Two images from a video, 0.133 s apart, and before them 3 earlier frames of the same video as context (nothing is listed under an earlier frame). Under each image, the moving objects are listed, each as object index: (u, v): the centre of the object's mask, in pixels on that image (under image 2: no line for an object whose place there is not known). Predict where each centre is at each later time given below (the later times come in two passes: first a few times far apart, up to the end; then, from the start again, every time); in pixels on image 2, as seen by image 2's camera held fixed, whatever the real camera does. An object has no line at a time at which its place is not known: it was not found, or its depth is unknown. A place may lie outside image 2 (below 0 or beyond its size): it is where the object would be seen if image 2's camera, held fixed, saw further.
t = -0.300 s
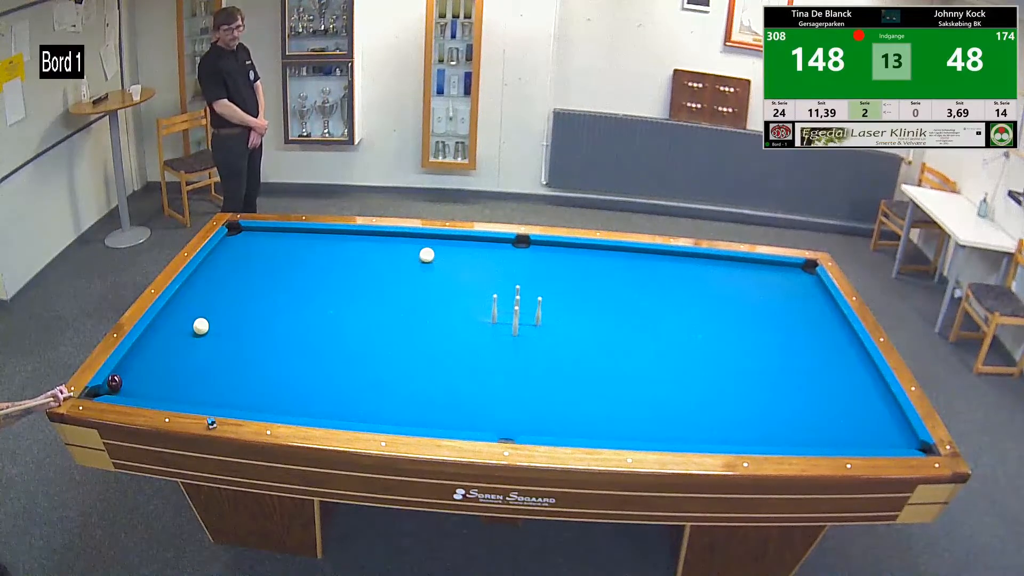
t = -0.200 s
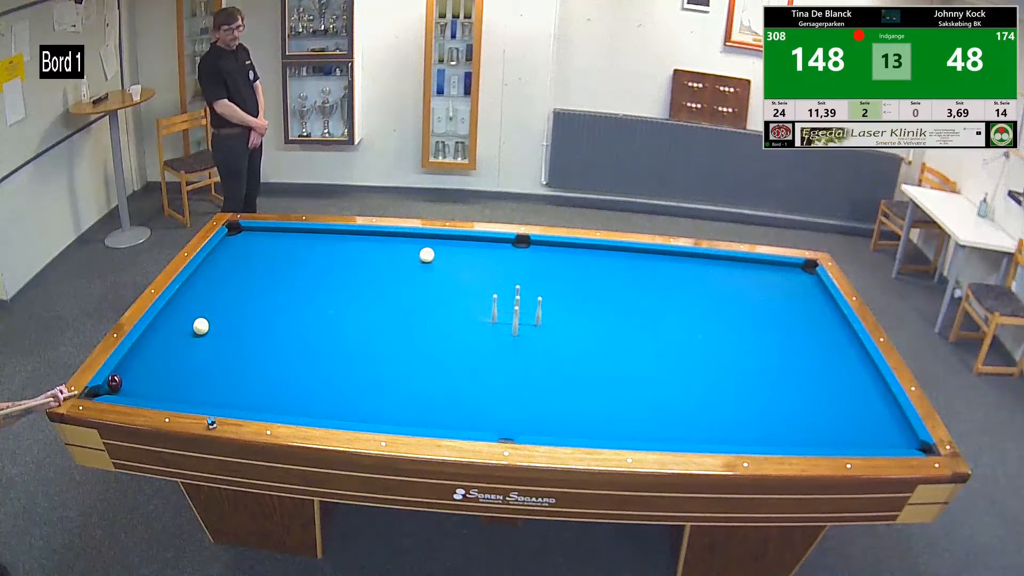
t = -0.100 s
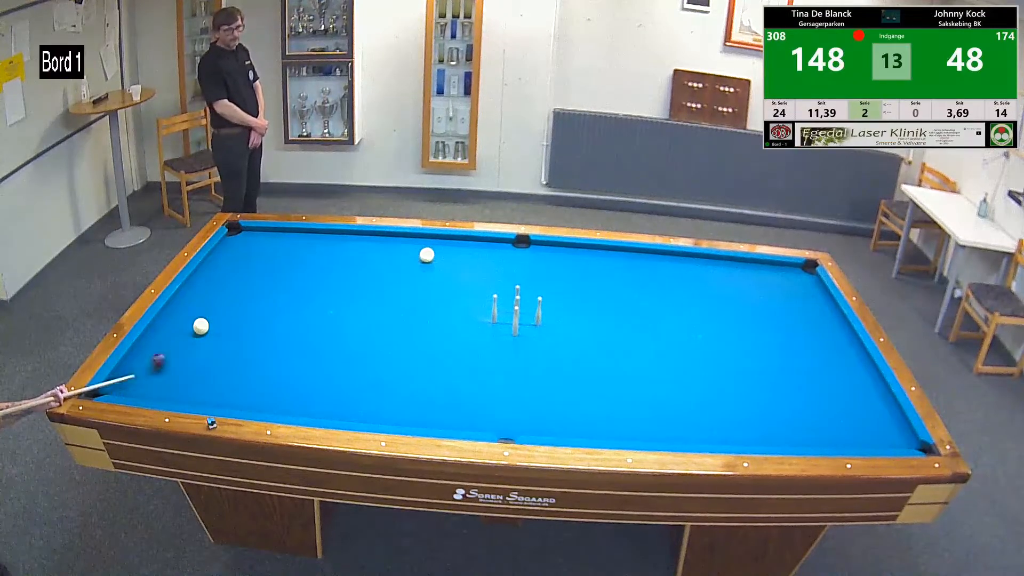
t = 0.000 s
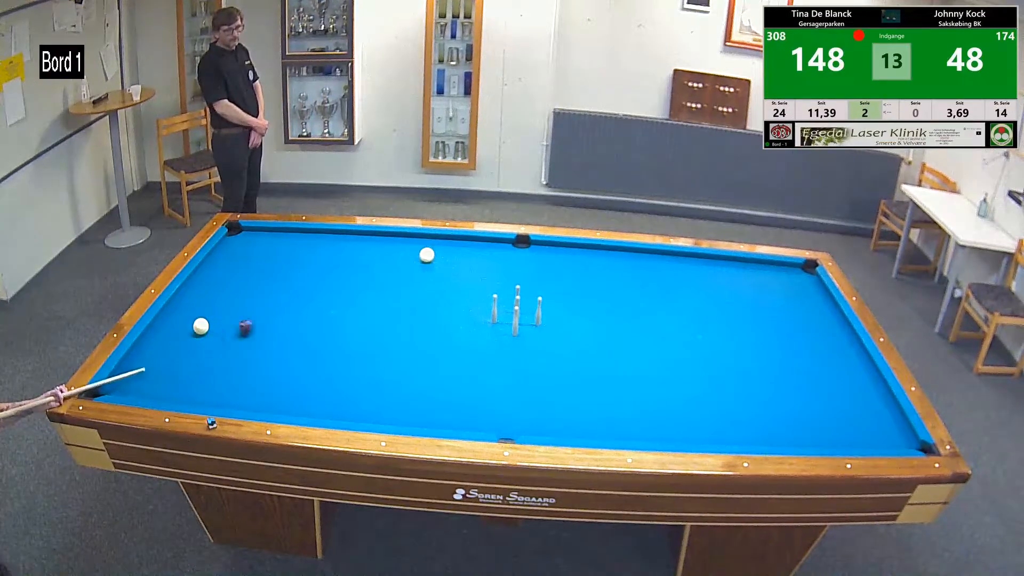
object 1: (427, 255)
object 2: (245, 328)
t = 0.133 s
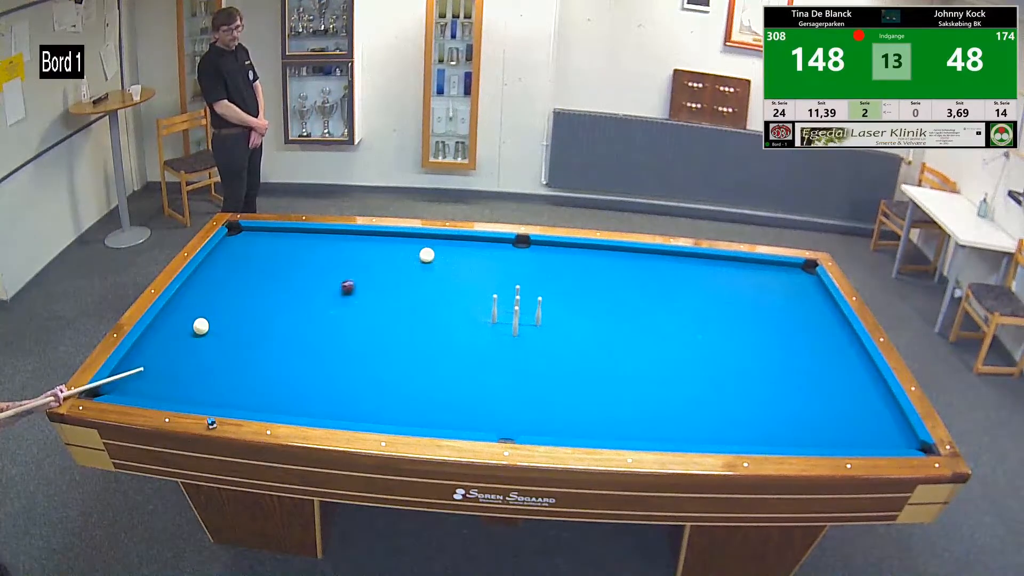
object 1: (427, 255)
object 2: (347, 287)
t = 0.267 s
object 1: (437, 249)
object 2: (421, 261)
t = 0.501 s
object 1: (483, 272)
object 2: (463, 265)
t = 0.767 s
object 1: (517, 323)
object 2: (519, 262)
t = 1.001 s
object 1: (547, 371)
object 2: (567, 259)
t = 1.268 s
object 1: (589, 433)
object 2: (618, 256)
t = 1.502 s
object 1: (587, 400)
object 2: (660, 255)
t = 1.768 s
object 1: (587, 369)
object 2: (701, 260)
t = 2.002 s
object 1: (587, 345)
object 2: (737, 265)
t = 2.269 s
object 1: (587, 320)
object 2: (776, 273)
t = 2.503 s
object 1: (587, 301)
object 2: (809, 279)
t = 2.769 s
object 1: (586, 282)
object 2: (804, 284)
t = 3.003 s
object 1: (586, 267)
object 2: (790, 288)
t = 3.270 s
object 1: (586, 252)
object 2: (773, 294)
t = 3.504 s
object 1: (586, 251)
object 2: (758, 298)
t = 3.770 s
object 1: (588, 259)
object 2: (741, 304)
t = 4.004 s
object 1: (589, 267)
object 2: (725, 309)
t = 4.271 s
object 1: (591, 276)
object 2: (707, 315)
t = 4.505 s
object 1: (592, 284)
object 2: (691, 320)
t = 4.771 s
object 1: (594, 292)
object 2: (673, 325)
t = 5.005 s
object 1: (595, 300)
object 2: (657, 331)
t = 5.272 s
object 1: (597, 309)
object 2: (638, 336)
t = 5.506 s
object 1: (598, 316)
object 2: (621, 341)
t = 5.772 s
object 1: (600, 324)
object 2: (603, 347)
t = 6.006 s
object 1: (601, 332)
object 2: (586, 352)
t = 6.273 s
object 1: (603, 340)
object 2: (568, 358)
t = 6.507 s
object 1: (604, 346)
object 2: (552, 363)
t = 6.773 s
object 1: (605, 354)
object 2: (535, 368)
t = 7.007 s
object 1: (607, 360)
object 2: (520, 373)
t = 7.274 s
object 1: (608, 367)
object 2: (502, 378)
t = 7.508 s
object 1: (609, 373)
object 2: (488, 382)
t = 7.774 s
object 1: (610, 379)
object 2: (473, 387)
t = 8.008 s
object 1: (611, 384)
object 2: (459, 391)
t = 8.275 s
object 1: (612, 389)
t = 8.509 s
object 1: (613, 394)
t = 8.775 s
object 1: (613, 398)
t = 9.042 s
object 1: (614, 402)
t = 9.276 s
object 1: (614, 405)
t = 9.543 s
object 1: (614, 407)
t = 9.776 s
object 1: (614, 409)
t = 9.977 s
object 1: (614, 410)
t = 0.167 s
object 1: (427, 255)
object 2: (370, 279)
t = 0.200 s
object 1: (427, 255)
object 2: (391, 271)
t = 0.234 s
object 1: (427, 255)
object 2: (412, 263)
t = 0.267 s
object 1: (437, 249)
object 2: (421, 261)
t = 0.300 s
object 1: (450, 242)
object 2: (426, 263)
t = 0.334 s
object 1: (460, 240)
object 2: (432, 264)
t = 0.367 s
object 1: (464, 246)
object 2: (437, 264)
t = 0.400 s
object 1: (469, 253)
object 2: (443, 265)
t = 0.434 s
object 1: (474, 259)
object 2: (449, 265)
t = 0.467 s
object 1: (478, 266)
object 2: (456, 265)
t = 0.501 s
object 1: (483, 272)
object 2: (463, 265)
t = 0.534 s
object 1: (487, 278)
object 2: (470, 264)
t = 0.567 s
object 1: (492, 284)
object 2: (477, 264)
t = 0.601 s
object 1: (496, 290)
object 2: (484, 264)
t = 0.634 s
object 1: (501, 297)
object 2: (492, 263)
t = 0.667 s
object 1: (505, 303)
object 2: (498, 263)
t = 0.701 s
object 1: (508, 310)
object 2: (505, 262)
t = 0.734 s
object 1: (510, 316)
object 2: (513, 262)
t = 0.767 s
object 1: (517, 323)
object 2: (519, 262)
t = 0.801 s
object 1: (523, 330)
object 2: (526, 261)
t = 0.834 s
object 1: (525, 336)
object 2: (533, 261)
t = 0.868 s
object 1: (529, 343)
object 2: (540, 260)
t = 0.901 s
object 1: (533, 349)
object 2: (547, 260)
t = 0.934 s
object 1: (538, 356)
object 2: (554, 259)
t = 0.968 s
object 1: (542, 364)
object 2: (560, 259)
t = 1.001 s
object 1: (547, 371)
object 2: (567, 259)
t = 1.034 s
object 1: (552, 379)
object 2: (573, 258)
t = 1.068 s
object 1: (557, 387)
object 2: (580, 258)
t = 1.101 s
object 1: (562, 395)
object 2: (586, 258)
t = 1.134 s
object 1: (567, 403)
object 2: (593, 257)
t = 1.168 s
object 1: (573, 412)
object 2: (599, 257)
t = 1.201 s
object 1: (578, 420)
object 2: (606, 256)
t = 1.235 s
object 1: (584, 429)
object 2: (612, 256)
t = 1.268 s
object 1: (589, 433)
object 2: (618, 256)
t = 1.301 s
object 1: (588, 429)
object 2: (624, 256)
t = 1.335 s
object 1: (588, 423)
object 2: (630, 255)
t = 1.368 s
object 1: (587, 417)
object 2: (636, 255)
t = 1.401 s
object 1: (587, 413)
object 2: (642, 255)
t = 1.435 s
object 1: (587, 408)
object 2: (648, 255)
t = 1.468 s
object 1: (587, 404)
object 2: (654, 255)
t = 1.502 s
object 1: (587, 400)
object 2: (660, 255)
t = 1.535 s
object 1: (587, 395)
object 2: (665, 254)
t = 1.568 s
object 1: (587, 391)
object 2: (671, 255)
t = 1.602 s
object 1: (587, 387)
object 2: (675, 256)
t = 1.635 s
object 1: (587, 383)
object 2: (681, 256)
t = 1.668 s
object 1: (587, 379)
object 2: (686, 257)
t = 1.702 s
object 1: (587, 376)
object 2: (691, 258)
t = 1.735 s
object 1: (587, 372)
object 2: (696, 259)
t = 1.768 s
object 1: (587, 369)
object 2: (701, 260)
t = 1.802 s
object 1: (587, 365)
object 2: (707, 261)
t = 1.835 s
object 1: (587, 361)
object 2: (712, 261)
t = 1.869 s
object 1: (587, 358)
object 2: (717, 262)
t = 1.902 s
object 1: (587, 355)
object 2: (722, 263)
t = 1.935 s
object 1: (587, 351)
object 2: (727, 264)
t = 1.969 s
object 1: (587, 348)
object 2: (732, 265)
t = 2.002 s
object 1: (587, 345)
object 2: (737, 265)
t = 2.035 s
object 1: (587, 342)
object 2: (742, 266)
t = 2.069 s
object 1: (587, 338)
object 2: (747, 267)
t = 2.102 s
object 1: (587, 335)
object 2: (752, 268)
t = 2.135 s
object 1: (587, 332)
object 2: (757, 269)
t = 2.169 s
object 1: (587, 329)
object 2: (762, 270)
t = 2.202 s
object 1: (587, 326)
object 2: (766, 271)
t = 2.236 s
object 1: (587, 323)
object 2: (771, 272)
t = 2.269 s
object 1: (587, 320)
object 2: (776, 273)
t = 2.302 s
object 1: (587, 317)
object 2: (781, 273)
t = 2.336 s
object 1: (587, 315)
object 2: (786, 274)
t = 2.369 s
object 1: (587, 312)
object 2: (790, 275)
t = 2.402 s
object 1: (587, 309)
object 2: (795, 277)
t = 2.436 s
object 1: (587, 307)
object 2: (800, 277)
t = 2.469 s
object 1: (587, 304)
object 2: (804, 278)
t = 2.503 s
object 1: (587, 301)
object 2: (809, 279)
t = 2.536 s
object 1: (587, 299)
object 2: (813, 280)
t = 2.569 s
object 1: (587, 296)
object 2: (817, 281)
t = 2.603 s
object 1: (586, 294)
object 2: (815, 281)
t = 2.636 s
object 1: (586, 292)
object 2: (812, 281)
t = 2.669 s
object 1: (586, 289)
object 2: (810, 282)
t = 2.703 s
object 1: (586, 287)
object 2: (809, 283)
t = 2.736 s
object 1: (586, 285)
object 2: (806, 283)
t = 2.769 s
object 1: (586, 282)
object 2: (804, 284)
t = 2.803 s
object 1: (586, 280)
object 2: (802, 285)
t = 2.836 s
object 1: (586, 278)
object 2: (801, 285)
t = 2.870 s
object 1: (586, 276)
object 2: (798, 286)
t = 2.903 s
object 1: (586, 274)
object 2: (796, 287)
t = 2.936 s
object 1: (586, 271)
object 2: (794, 287)
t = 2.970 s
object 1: (586, 269)
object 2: (792, 288)
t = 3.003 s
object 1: (586, 267)
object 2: (790, 288)
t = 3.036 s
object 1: (586, 265)
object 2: (788, 289)
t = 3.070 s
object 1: (586, 263)
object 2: (786, 290)
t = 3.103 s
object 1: (586, 261)
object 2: (784, 290)
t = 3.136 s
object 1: (586, 260)
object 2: (782, 291)
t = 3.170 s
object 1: (586, 258)
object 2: (779, 291)
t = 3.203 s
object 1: (586, 256)
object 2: (777, 293)
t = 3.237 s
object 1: (586, 254)
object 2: (775, 293)
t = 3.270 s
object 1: (586, 252)
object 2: (773, 294)
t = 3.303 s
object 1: (586, 250)
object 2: (771, 295)
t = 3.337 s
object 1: (586, 248)
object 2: (769, 295)
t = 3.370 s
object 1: (586, 247)
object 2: (767, 296)
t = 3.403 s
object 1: (586, 248)
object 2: (765, 297)
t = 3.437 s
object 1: (586, 249)
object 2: (763, 297)
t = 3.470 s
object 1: (586, 250)
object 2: (761, 298)
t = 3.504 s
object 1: (586, 251)
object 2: (758, 298)
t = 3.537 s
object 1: (587, 252)
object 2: (756, 299)
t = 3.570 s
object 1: (587, 253)
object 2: (754, 300)
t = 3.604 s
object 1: (587, 254)
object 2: (752, 300)
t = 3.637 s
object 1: (587, 255)
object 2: (750, 301)
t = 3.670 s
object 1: (587, 256)
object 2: (747, 302)
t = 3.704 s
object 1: (587, 257)
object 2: (745, 303)
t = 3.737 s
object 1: (588, 258)
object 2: (743, 303)
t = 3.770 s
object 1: (588, 259)
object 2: (741, 304)
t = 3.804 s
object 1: (588, 261)
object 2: (738, 304)
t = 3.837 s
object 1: (588, 262)
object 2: (736, 305)
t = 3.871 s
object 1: (588, 263)
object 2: (734, 306)
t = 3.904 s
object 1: (589, 264)
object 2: (732, 307)
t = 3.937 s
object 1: (589, 265)
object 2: (730, 307)
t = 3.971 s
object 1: (589, 266)
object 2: (727, 308)
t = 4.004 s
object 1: (589, 267)
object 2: (725, 309)
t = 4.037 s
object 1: (589, 268)
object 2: (723, 310)
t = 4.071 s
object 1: (590, 269)
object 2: (721, 311)
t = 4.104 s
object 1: (590, 270)
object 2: (719, 311)
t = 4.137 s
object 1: (590, 271)
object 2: (716, 312)
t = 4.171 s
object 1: (590, 273)
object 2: (714, 312)
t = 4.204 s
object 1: (590, 274)
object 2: (712, 313)
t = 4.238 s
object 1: (591, 275)
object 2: (709, 314)
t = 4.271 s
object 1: (591, 276)
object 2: (707, 315)
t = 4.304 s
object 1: (591, 277)
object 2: (705, 316)
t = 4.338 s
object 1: (591, 278)
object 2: (702, 316)
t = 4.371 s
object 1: (591, 279)
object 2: (700, 317)
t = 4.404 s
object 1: (592, 280)
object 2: (698, 318)
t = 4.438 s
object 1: (592, 281)
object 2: (696, 318)
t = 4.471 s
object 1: (592, 282)
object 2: (693, 319)
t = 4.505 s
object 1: (592, 284)
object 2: (691, 320)
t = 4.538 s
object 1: (592, 285)
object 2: (689, 320)
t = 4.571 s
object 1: (593, 286)
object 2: (687, 321)
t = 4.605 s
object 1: (593, 287)
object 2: (684, 322)
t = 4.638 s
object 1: (593, 288)
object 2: (682, 322)
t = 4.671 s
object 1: (593, 289)
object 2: (680, 323)
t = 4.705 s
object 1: (593, 290)
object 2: (677, 324)
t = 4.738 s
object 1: (594, 291)
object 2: (675, 325)
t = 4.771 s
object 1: (594, 292)
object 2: (673, 325)
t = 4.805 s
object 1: (594, 293)
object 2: (670, 326)
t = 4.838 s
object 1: (594, 295)
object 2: (668, 327)
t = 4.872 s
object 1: (595, 296)
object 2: (666, 328)
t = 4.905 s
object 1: (595, 297)
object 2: (663, 328)
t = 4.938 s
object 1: (595, 298)
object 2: (661, 329)
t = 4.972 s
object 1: (595, 299)
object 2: (659, 330)
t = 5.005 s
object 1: (595, 300)
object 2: (657, 331)
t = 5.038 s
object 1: (596, 301)
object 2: (654, 331)
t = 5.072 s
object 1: (596, 302)
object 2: (652, 332)
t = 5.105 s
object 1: (596, 303)
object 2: (650, 333)
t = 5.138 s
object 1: (596, 304)
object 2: (647, 334)
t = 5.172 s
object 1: (597, 305)
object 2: (645, 334)
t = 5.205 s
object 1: (597, 307)
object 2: (643, 335)
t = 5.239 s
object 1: (597, 308)
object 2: (640, 336)
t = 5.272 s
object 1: (597, 309)
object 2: (638, 336)
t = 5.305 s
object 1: (597, 310)
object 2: (636, 337)
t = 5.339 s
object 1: (597, 311)
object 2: (633, 338)
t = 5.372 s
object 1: (597, 312)
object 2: (631, 338)
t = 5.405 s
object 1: (598, 313)
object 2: (629, 339)
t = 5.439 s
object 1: (598, 314)
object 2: (626, 340)
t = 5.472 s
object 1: (598, 315)
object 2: (624, 341)
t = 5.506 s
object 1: (598, 316)
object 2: (621, 341)
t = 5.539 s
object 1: (598, 317)
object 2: (619, 342)
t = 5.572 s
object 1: (599, 318)
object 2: (617, 343)
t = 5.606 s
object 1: (599, 319)
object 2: (615, 343)
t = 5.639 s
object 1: (599, 320)
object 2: (612, 344)
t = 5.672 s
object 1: (599, 321)
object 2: (610, 345)
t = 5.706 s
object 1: (599, 322)
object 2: (608, 346)
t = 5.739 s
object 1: (600, 323)
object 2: (605, 346)
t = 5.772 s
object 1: (600, 324)
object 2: (603, 347)
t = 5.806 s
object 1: (600, 325)
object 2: (601, 348)
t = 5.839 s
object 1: (600, 326)
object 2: (599, 348)
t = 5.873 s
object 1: (600, 327)
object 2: (596, 350)
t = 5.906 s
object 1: (601, 328)
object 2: (594, 350)
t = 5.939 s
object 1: (601, 329)
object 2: (591, 351)
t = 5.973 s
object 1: (601, 330)
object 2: (589, 351)
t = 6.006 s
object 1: (601, 332)
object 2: (586, 352)
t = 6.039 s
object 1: (601, 332)
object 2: (584, 352)
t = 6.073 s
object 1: (602, 334)
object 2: (582, 353)
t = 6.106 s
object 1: (602, 335)
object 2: (580, 354)
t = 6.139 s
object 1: (602, 336)
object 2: (578, 355)
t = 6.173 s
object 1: (602, 337)
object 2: (575, 356)
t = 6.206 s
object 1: (602, 338)
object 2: (573, 356)
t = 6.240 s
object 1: (602, 339)
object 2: (571, 357)
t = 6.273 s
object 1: (603, 340)
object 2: (568, 358)
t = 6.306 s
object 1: (603, 341)
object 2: (566, 358)
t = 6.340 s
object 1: (603, 341)
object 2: (564, 359)
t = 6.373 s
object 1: (603, 342)
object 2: (562, 360)
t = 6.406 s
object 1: (603, 343)
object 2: (559, 360)
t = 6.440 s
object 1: (604, 344)
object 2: (557, 361)
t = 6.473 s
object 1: (604, 345)
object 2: (555, 362)
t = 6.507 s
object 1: (604, 346)
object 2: (552, 363)
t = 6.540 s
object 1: (604, 347)
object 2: (550, 363)
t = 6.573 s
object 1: (604, 348)
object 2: (548, 364)
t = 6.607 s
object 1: (604, 349)
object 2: (546, 365)
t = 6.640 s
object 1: (605, 350)
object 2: (544, 365)
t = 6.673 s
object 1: (605, 351)
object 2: (541, 366)
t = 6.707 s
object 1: (605, 352)
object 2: (539, 366)
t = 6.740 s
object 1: (605, 353)
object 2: (537, 367)
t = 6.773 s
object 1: (605, 354)
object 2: (535, 368)
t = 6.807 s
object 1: (606, 354)
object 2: (533, 368)
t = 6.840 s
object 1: (606, 355)
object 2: (530, 369)
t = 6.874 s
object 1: (606, 357)
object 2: (528, 370)
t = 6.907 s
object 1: (606, 357)
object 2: (526, 370)
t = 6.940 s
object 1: (606, 358)
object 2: (524, 371)
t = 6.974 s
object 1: (607, 359)
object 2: (522, 372)
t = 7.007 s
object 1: (607, 360)
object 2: (520, 373)
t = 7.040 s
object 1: (607, 361)
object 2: (518, 373)
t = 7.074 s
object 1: (607, 361)
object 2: (515, 374)
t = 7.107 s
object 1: (607, 362)
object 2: (513, 374)
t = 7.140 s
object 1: (607, 363)
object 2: (511, 375)
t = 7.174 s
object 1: (608, 365)
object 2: (509, 376)
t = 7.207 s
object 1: (608, 365)
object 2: (507, 377)
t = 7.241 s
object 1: (608, 366)
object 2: (505, 377)
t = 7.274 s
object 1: (608, 367)
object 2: (502, 378)
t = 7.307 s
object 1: (608, 367)
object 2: (501, 379)
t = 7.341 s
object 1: (608, 368)
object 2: (499, 379)
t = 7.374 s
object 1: (609, 370)
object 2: (496, 380)
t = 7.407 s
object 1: (609, 370)
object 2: (494, 380)
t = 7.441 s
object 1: (609, 371)
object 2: (492, 381)
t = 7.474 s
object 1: (609, 372)
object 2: (490, 381)
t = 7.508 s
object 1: (609, 373)
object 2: (488, 382)
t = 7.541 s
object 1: (609, 374)
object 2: (486, 382)
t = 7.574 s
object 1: (610, 374)
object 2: (484, 383)
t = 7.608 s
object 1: (610, 376)
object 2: (483, 384)
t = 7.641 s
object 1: (610, 376)
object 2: (480, 384)
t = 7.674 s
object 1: (610, 377)
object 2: (478, 385)
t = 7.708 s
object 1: (610, 378)
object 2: (476, 386)
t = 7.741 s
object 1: (610, 378)
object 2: (475, 386)
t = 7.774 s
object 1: (610, 379)
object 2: (473, 387)
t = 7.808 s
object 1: (611, 380)
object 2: (471, 388)
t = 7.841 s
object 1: (611, 381)
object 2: (469, 388)
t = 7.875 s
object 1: (611, 381)
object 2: (467, 389)
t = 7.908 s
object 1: (611, 382)
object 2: (465, 389)
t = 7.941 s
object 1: (611, 383)
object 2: (463, 390)
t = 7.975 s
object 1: (611, 384)
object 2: (461, 390)
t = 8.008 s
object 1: (611, 384)
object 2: (459, 391)
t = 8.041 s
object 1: (611, 385)
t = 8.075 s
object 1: (612, 385)
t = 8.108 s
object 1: (611, 386)
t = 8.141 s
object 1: (612, 387)
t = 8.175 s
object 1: (612, 388)
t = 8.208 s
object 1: (612, 388)
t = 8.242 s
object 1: (612, 389)
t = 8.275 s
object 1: (612, 389)
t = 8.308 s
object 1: (612, 390)
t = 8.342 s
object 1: (612, 391)
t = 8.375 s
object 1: (612, 391)
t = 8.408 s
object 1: (612, 392)
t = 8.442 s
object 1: (612, 392)
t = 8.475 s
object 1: (612, 393)
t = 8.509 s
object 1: (613, 394)
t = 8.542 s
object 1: (613, 394)
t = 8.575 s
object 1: (613, 395)
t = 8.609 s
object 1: (613, 395)
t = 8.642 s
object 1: (613, 396)
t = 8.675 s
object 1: (613, 396)
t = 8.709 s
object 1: (613, 397)
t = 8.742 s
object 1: (613, 398)
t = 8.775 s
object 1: (613, 398)
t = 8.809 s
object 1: (613, 399)
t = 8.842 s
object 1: (613, 399)
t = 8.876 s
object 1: (613, 399)
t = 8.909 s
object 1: (613, 400)
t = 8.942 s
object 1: (614, 401)
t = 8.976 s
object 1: (614, 401)
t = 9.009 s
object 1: (614, 402)
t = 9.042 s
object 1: (614, 402)
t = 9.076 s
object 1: (614, 402)
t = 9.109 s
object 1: (614, 403)
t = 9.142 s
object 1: (614, 403)
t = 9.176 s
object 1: (614, 404)
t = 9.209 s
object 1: (614, 404)
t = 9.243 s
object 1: (614, 405)
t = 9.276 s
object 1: (614, 405)
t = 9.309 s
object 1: (614, 405)
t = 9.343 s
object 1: (614, 405)
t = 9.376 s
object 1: (614, 406)
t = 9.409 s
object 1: (614, 406)
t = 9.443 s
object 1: (614, 406)
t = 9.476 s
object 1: (614, 407)
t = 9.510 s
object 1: (614, 407)
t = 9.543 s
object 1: (614, 407)
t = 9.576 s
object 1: (614, 408)
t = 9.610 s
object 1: (614, 408)
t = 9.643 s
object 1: (614, 408)
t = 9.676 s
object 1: (614, 408)
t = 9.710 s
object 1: (614, 409)
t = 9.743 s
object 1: (614, 409)
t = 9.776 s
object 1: (614, 409)
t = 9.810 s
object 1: (614, 409)
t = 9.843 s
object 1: (614, 410)
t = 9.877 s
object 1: (614, 410)
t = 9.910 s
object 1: (614, 410)
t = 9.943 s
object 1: (614, 410)
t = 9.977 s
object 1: (614, 410)
